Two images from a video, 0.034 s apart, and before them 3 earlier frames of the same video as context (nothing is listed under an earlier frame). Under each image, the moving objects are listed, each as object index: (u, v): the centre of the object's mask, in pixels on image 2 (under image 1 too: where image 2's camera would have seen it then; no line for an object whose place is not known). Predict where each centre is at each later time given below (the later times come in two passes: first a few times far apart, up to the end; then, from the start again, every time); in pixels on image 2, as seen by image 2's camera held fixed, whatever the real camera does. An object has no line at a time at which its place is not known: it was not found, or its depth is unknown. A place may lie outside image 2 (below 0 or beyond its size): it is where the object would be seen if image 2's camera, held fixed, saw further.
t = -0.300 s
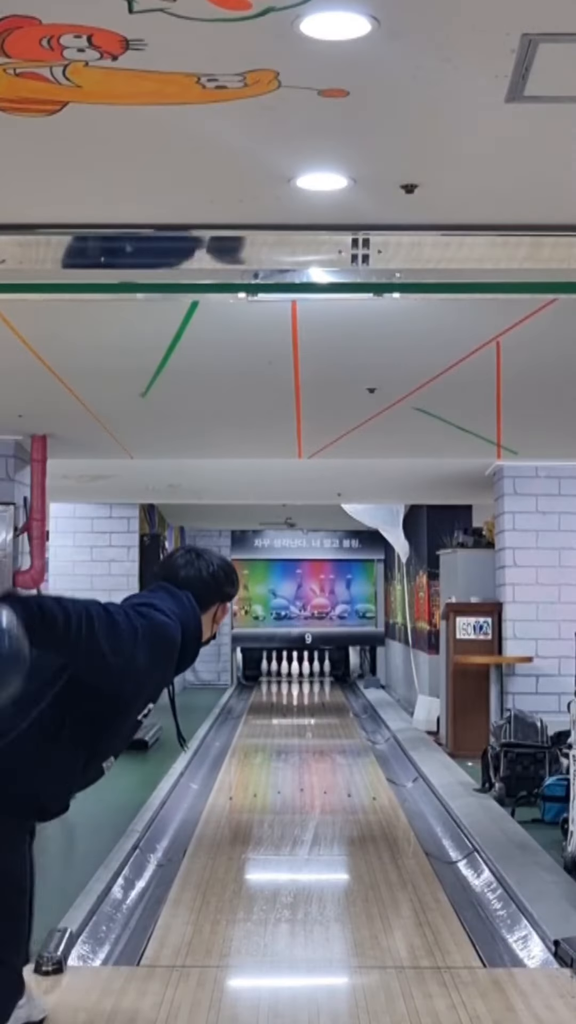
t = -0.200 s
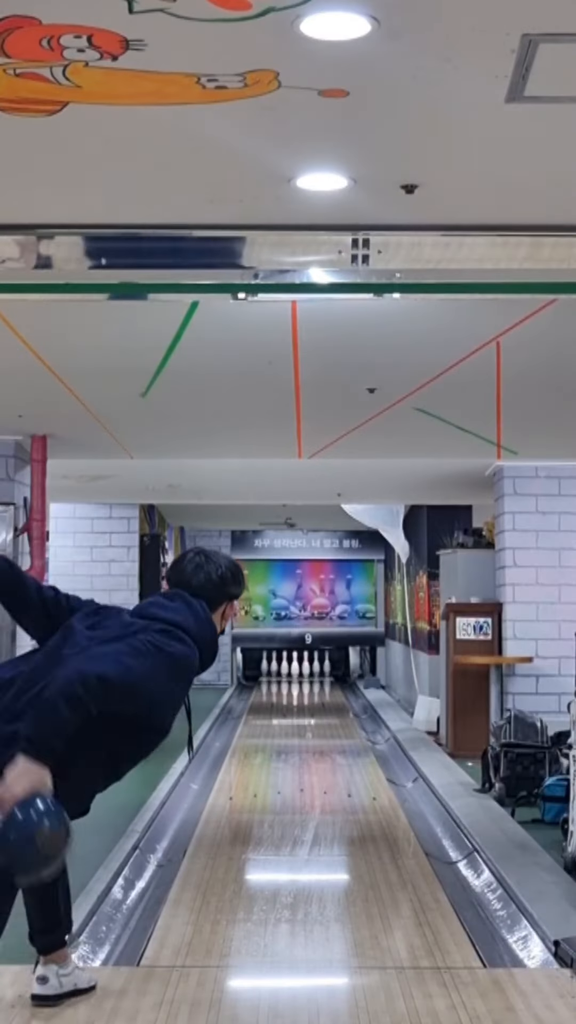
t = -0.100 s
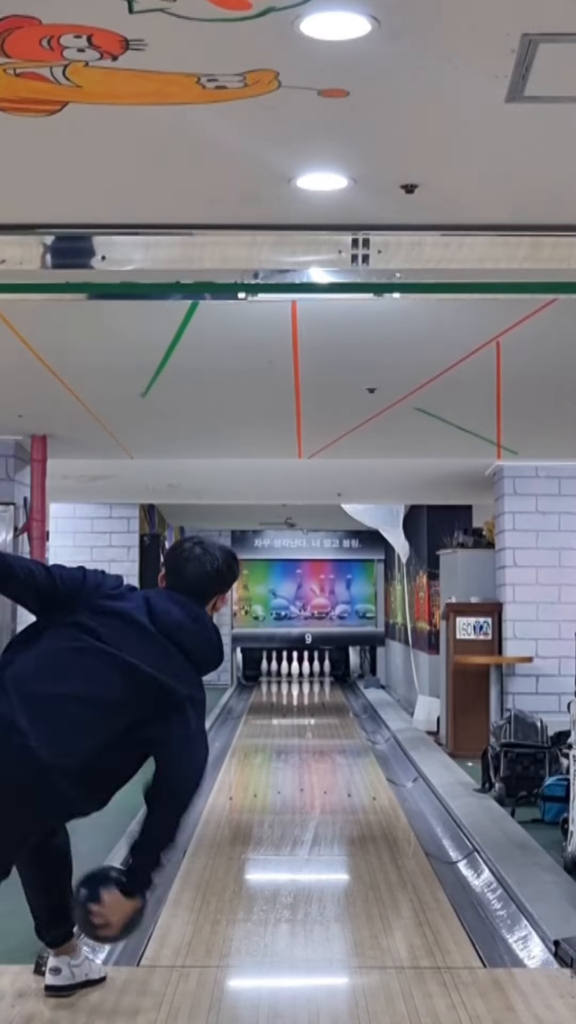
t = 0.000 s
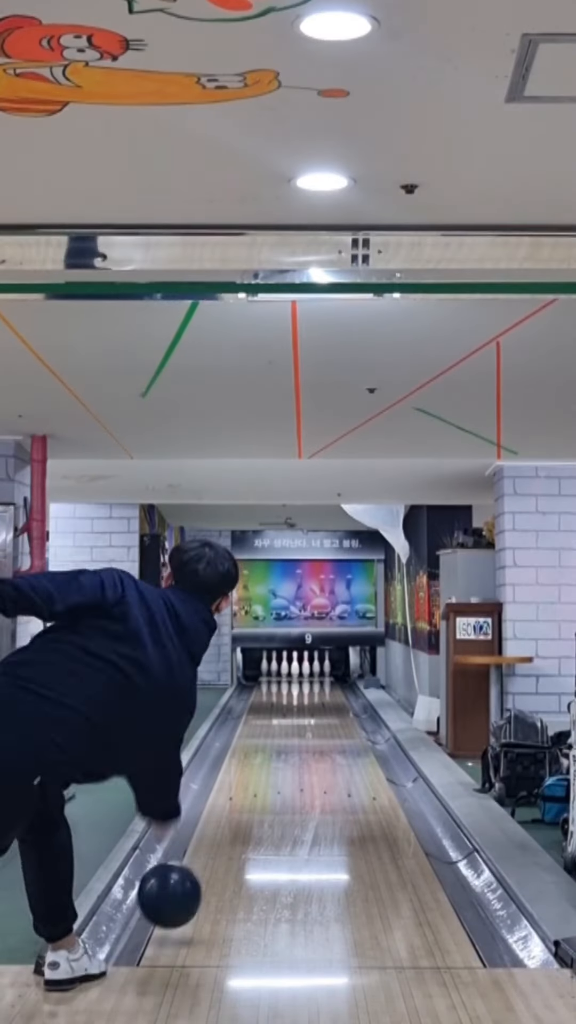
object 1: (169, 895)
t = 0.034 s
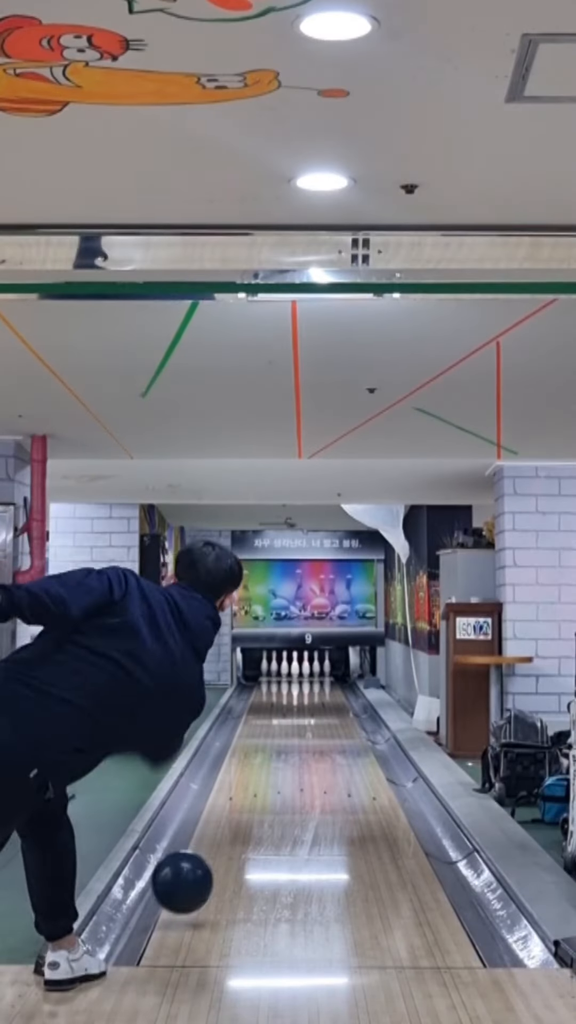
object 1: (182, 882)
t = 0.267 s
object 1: (247, 822)
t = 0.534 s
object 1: (288, 773)
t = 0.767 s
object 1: (309, 744)
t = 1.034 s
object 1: (325, 722)
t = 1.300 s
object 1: (335, 706)
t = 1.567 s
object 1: (338, 694)
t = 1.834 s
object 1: (333, 684)
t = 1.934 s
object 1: (329, 682)
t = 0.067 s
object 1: (194, 874)
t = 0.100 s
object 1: (205, 869)
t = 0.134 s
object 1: (215, 858)
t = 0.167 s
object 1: (224, 849)
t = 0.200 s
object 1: (232, 839)
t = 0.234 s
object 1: (240, 830)
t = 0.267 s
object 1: (247, 822)
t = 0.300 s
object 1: (253, 815)
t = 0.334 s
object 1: (259, 808)
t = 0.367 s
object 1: (265, 801)
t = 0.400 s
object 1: (270, 794)
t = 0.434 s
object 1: (275, 789)
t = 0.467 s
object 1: (280, 783)
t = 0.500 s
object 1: (284, 778)
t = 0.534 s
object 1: (288, 773)
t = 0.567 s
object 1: (292, 769)
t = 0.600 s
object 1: (295, 764)
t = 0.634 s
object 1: (298, 760)
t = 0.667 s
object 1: (301, 756)
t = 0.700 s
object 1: (304, 752)
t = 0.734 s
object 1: (307, 748)
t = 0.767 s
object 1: (309, 744)
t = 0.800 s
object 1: (312, 741)
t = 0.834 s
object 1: (314, 738)
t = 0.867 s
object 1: (316, 735)
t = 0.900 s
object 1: (318, 732)
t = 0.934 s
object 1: (320, 729)
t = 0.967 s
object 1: (322, 727)
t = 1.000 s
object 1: (324, 724)
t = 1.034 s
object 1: (325, 722)
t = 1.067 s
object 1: (327, 720)
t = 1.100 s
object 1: (328, 718)
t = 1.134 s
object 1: (329, 716)
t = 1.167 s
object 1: (331, 713)
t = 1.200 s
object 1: (332, 712)
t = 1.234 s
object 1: (333, 709)
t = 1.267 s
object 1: (334, 707)
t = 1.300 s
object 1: (335, 706)
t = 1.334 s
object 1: (335, 704)
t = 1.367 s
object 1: (336, 703)
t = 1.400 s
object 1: (336, 701)
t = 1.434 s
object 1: (336, 700)
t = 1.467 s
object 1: (337, 698)
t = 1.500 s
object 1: (337, 696)
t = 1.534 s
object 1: (338, 695)
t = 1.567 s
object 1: (338, 694)
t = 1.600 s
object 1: (338, 693)
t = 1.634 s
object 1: (337, 691)
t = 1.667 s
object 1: (337, 690)
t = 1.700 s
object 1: (336, 689)
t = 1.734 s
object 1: (336, 688)
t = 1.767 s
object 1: (335, 687)
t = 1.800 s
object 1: (334, 685)
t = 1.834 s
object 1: (333, 684)
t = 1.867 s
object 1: (332, 683)
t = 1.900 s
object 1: (331, 682)
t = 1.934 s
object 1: (329, 682)
